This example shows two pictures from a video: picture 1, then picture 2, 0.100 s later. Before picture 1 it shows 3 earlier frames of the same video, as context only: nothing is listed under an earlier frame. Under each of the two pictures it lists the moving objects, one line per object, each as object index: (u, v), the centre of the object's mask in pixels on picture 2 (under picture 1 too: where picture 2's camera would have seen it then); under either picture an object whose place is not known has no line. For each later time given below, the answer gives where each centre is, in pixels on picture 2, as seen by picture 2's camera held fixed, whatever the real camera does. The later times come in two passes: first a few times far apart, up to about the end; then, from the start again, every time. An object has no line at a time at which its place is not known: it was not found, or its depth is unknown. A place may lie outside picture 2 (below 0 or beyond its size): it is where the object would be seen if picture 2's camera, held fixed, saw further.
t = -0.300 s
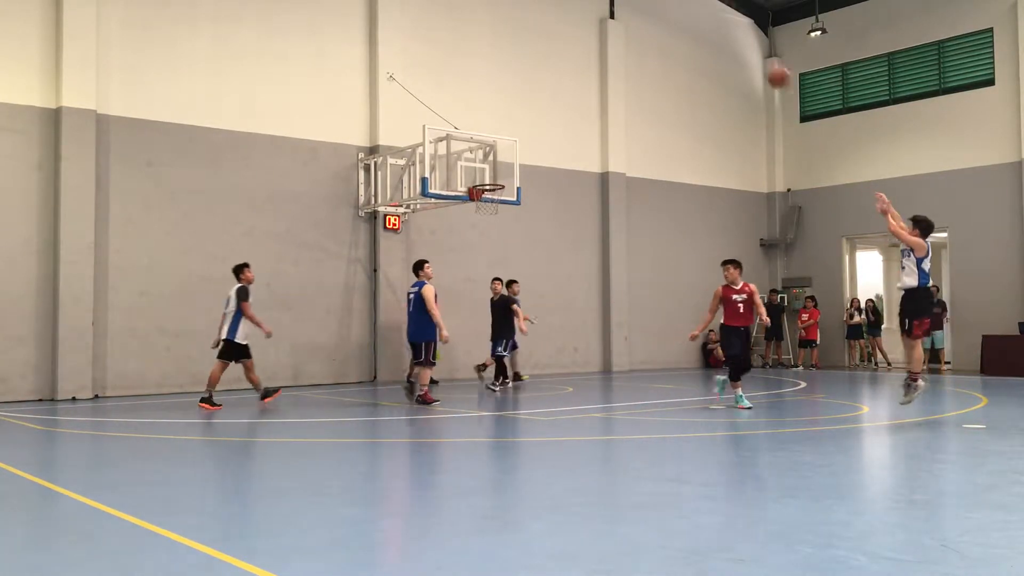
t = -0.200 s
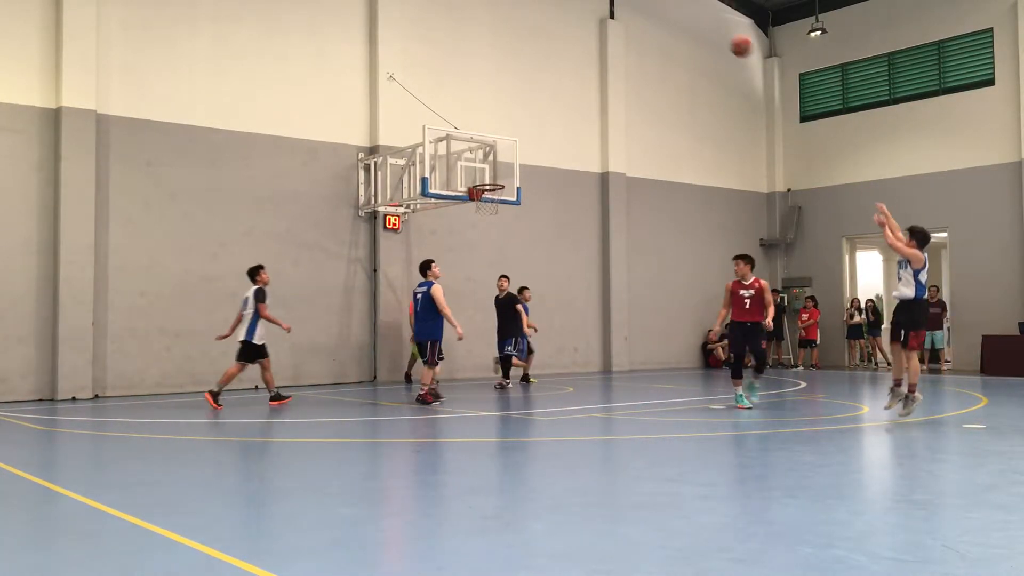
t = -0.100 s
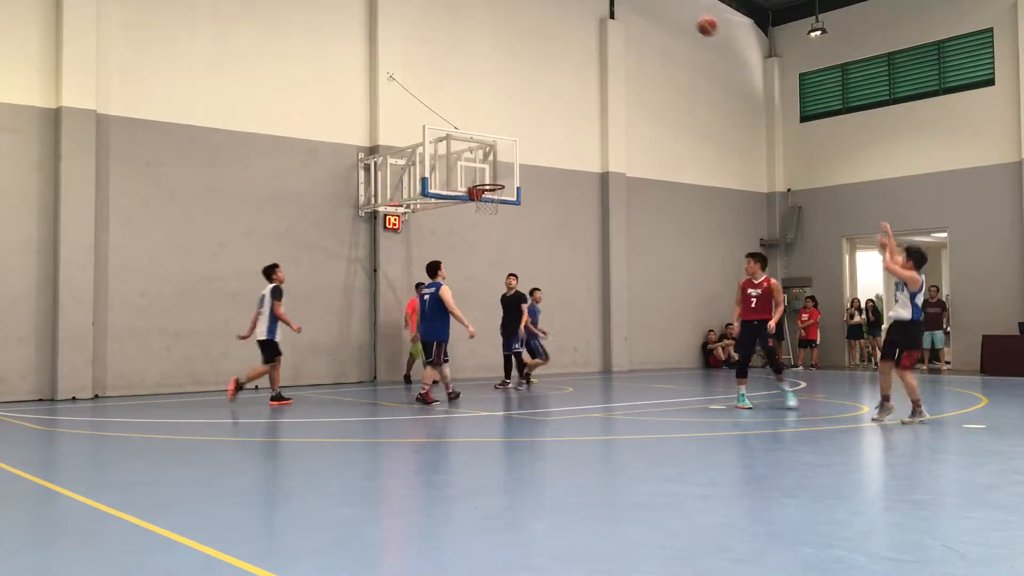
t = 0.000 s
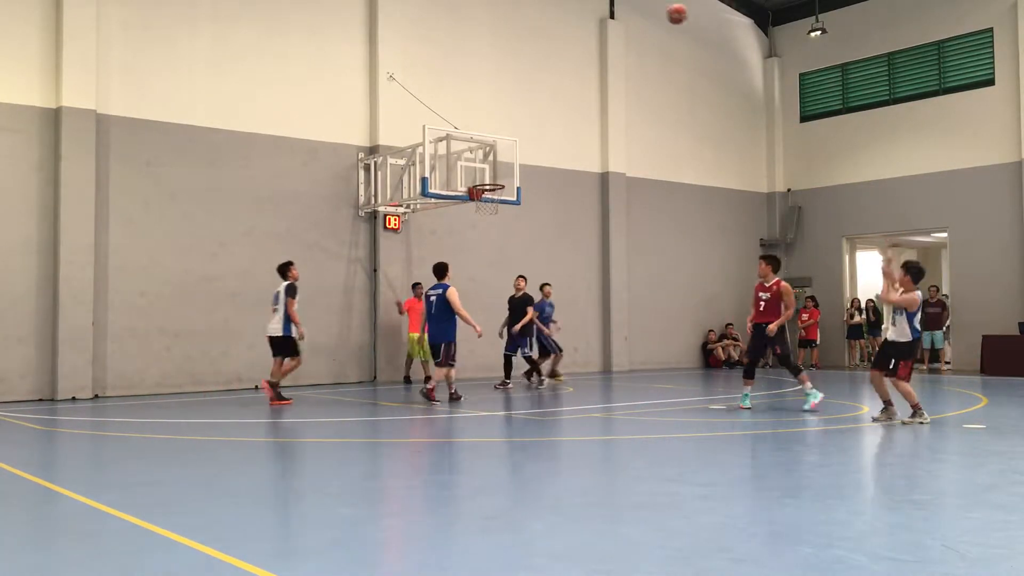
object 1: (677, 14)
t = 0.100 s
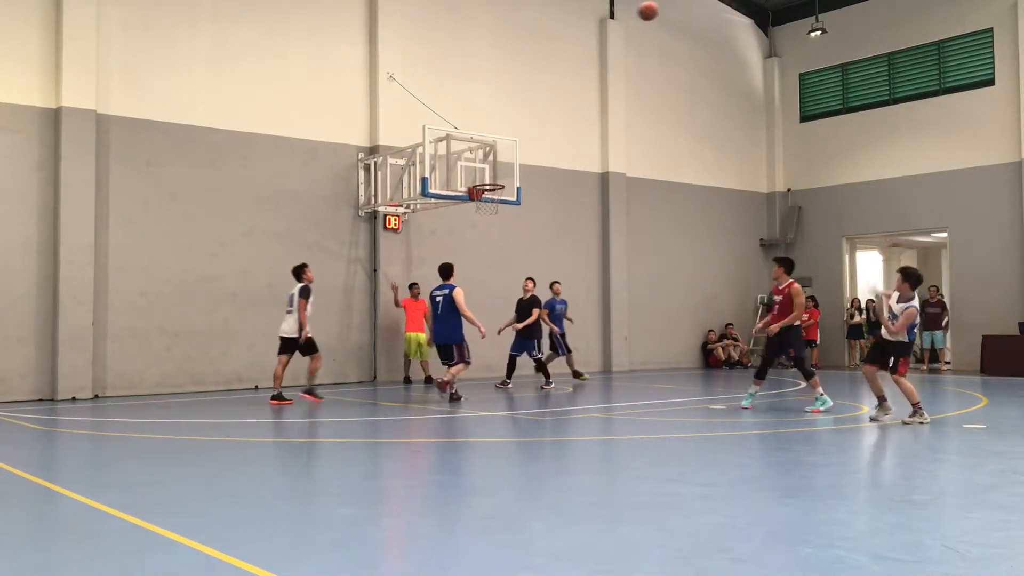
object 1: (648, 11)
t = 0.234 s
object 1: (613, 18)
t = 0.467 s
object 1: (559, 59)
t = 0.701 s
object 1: (514, 128)
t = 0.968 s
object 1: (506, 178)
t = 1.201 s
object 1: (546, 190)
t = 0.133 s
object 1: (638, 12)
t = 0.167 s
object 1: (630, 13)
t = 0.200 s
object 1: (622, 15)
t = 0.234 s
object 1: (613, 18)
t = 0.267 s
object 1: (605, 22)
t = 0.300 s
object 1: (597, 26)
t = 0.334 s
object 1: (589, 32)
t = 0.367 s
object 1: (580, 38)
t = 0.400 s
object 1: (573, 44)
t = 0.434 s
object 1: (566, 51)
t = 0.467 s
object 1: (559, 59)
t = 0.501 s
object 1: (552, 68)
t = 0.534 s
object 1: (546, 76)
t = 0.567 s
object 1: (539, 86)
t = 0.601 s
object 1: (532, 95)
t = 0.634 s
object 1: (526, 106)
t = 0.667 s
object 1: (520, 117)
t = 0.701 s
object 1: (514, 128)
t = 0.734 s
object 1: (507, 140)
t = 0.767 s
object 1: (501, 153)
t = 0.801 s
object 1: (496, 167)
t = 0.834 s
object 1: (490, 178)
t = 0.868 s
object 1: (489, 183)
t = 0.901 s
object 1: (496, 181)
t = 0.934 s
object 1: (501, 179)
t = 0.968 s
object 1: (506, 178)
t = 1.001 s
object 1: (512, 178)
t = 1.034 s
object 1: (518, 178)
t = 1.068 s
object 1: (524, 179)
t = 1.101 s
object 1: (529, 181)
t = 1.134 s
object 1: (535, 183)
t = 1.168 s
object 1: (540, 186)
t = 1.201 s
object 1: (546, 190)
